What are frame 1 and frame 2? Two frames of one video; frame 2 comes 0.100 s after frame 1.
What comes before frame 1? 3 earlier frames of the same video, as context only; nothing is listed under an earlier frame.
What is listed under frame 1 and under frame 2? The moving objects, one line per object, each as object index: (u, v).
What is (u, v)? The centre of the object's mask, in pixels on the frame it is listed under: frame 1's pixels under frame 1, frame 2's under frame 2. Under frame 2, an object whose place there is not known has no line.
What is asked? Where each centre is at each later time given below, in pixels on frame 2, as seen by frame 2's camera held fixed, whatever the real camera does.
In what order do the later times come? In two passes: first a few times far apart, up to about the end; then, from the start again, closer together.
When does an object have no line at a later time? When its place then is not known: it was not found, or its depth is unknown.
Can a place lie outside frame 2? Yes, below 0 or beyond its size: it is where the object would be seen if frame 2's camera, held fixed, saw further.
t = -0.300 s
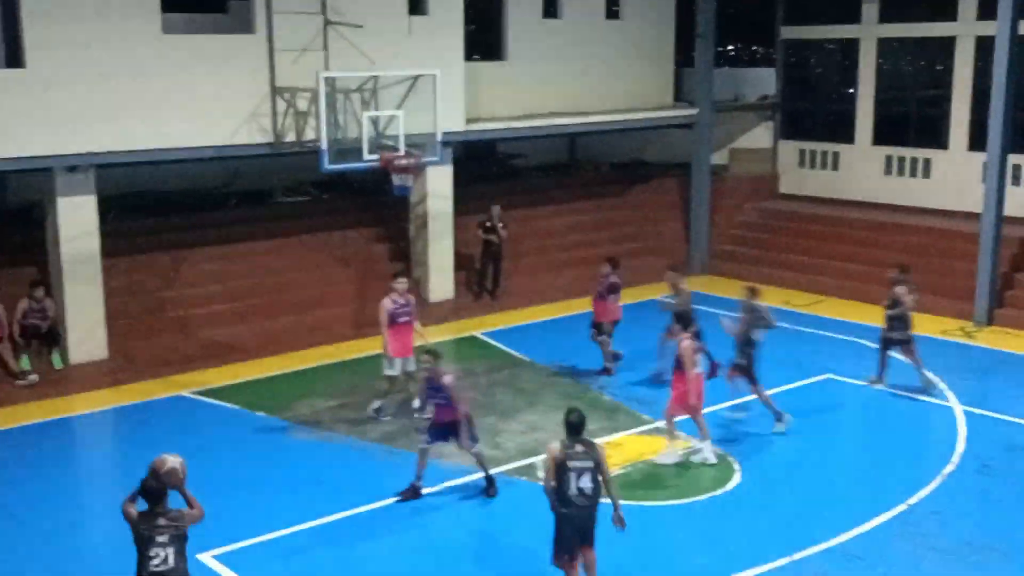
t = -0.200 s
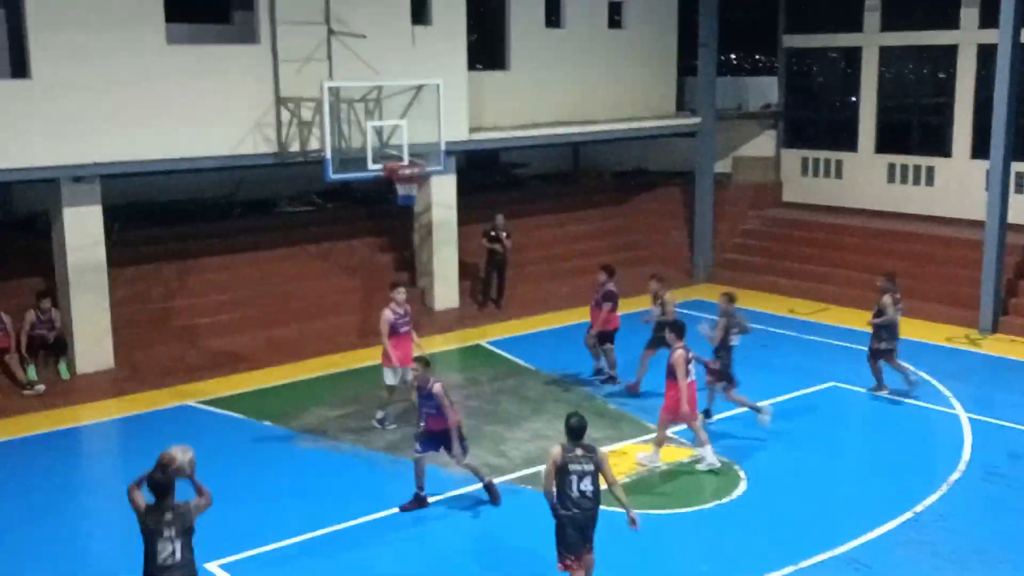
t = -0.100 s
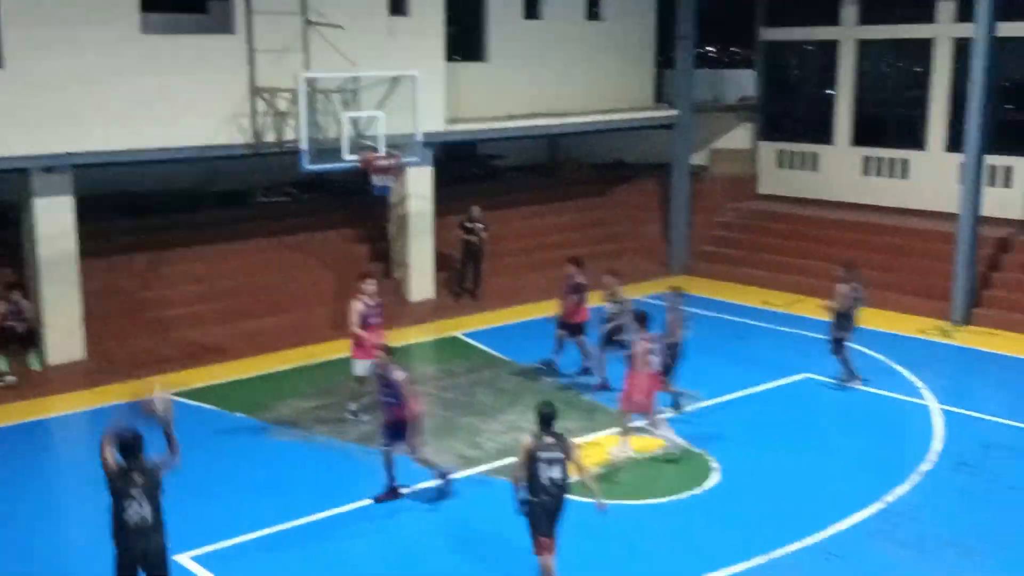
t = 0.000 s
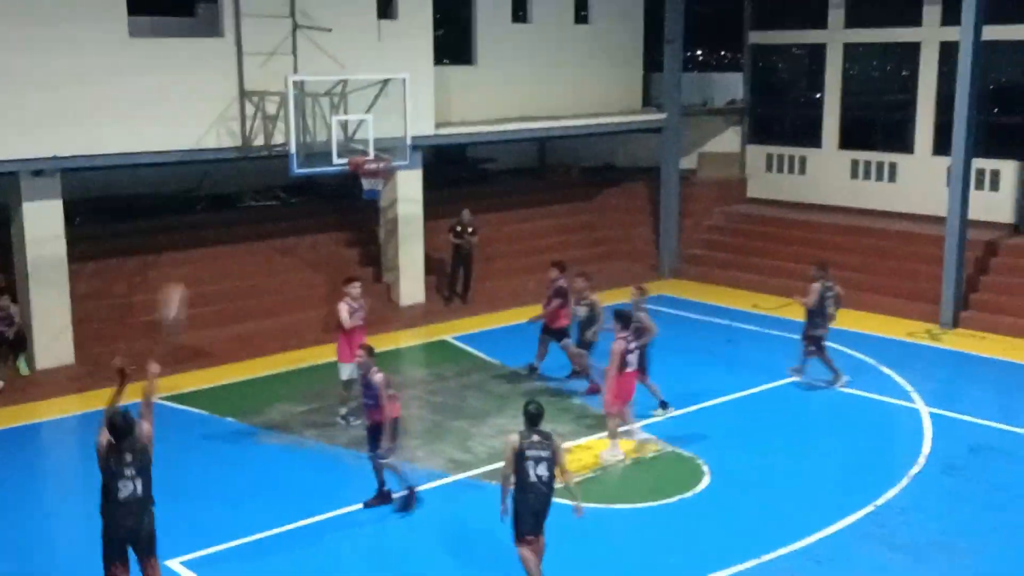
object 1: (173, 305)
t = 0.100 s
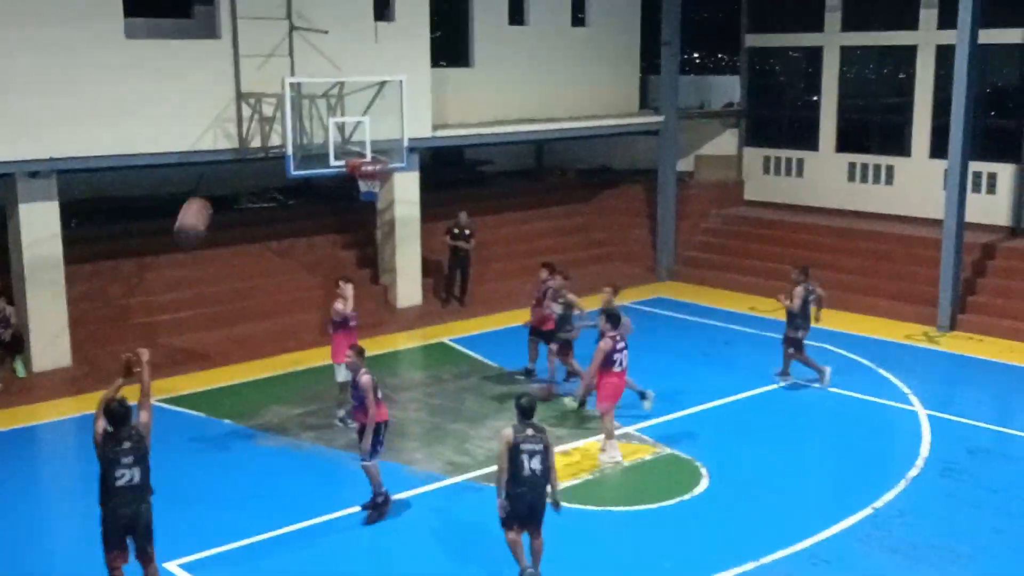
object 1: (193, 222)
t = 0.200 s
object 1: (216, 147)
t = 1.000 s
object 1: (351, 90)
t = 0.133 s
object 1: (201, 195)
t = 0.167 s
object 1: (208, 170)
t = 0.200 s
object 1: (216, 147)
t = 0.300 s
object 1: (237, 98)
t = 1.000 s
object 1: (351, 90)
